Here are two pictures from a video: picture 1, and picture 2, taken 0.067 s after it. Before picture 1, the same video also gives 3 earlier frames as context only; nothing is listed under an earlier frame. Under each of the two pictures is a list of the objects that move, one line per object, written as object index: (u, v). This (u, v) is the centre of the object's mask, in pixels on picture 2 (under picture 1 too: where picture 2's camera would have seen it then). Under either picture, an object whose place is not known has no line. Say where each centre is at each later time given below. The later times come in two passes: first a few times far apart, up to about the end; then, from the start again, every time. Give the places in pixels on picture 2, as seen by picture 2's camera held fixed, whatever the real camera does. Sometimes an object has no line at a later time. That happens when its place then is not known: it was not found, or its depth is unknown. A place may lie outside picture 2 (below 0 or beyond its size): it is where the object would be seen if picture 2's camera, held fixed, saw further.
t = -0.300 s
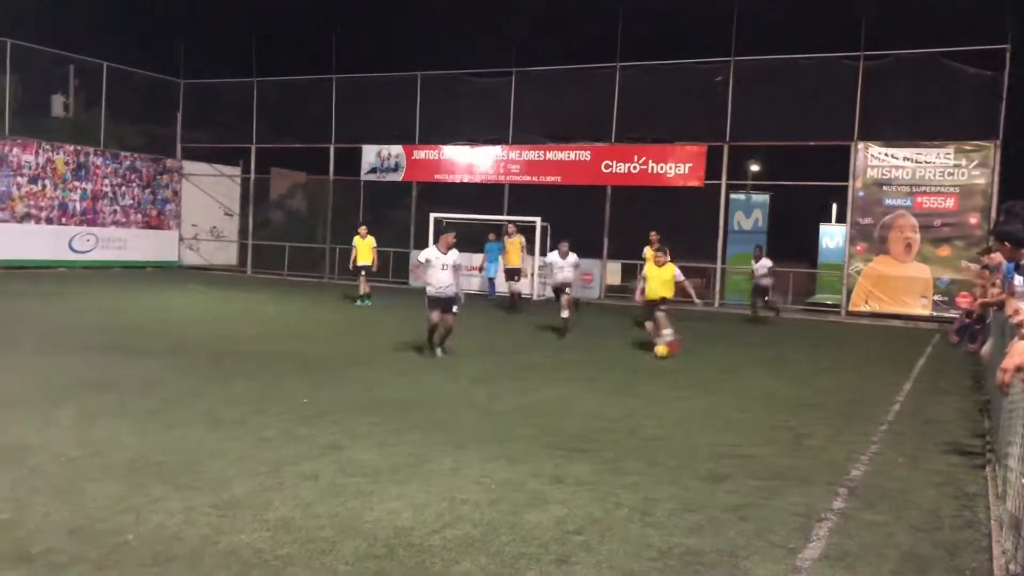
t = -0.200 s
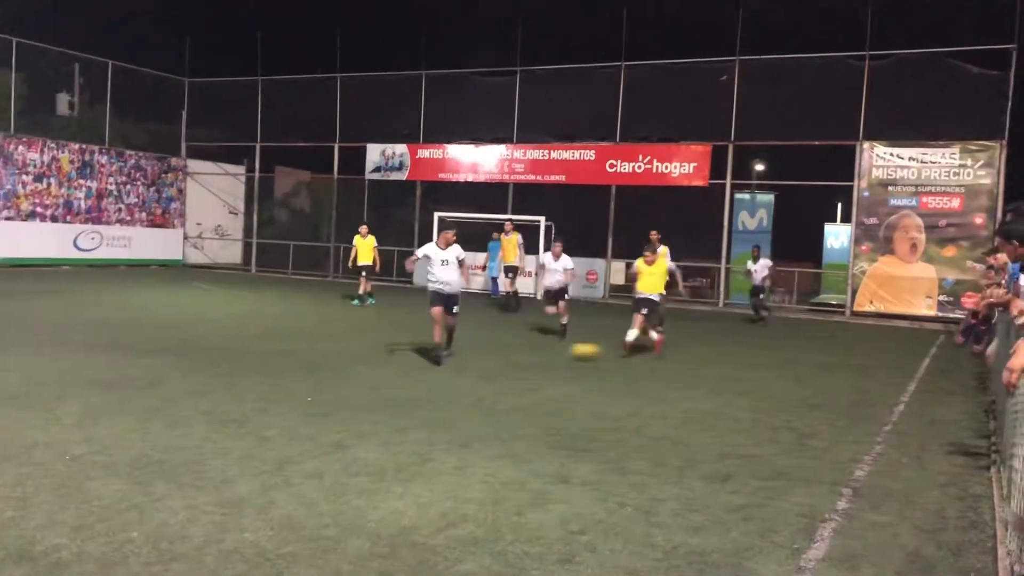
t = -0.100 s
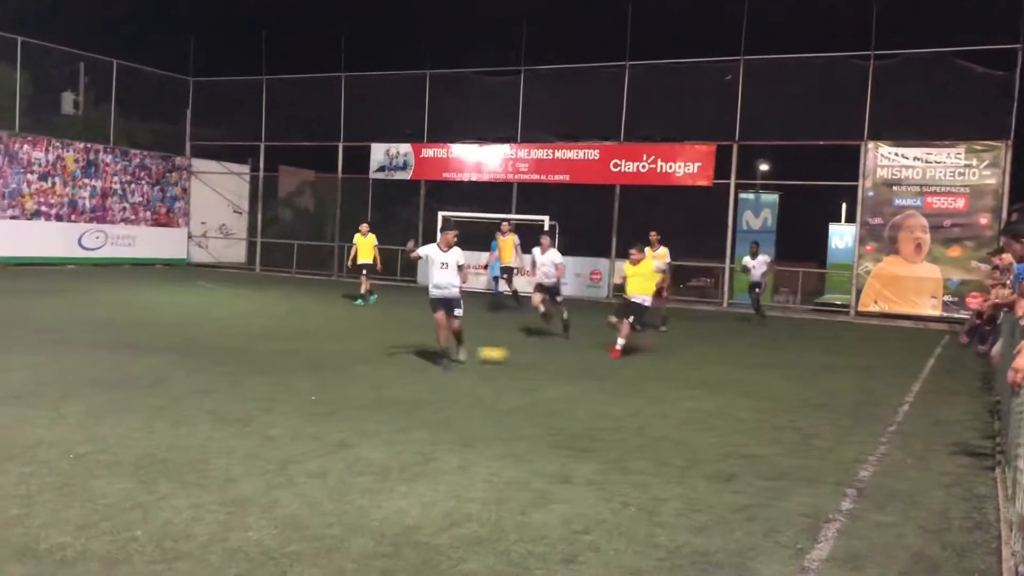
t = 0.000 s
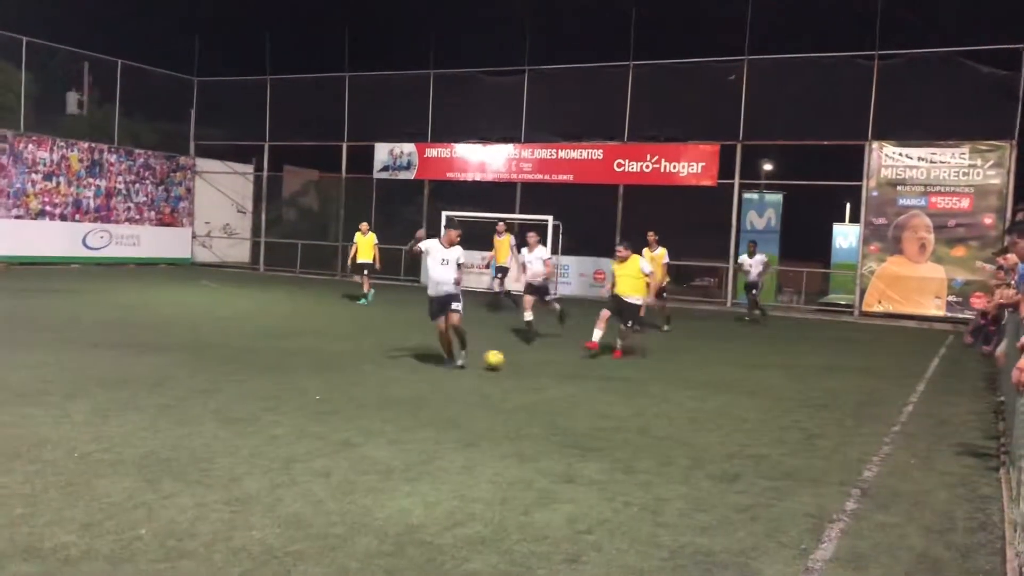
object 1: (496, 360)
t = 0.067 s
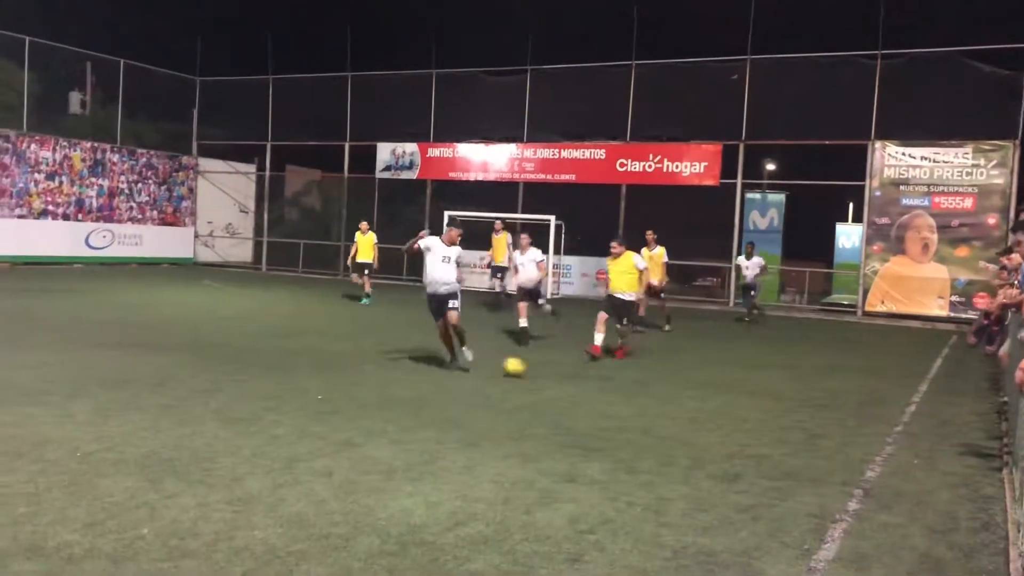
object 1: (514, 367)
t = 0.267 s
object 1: (560, 386)
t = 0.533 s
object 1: (613, 413)
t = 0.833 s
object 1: (650, 445)
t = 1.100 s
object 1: (684, 484)
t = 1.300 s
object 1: (714, 522)
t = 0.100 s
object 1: (522, 370)
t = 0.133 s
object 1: (528, 371)
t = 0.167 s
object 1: (536, 374)
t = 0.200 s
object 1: (544, 378)
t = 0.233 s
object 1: (552, 382)
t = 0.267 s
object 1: (560, 386)
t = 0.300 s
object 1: (568, 388)
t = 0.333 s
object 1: (575, 392)
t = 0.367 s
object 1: (582, 396)
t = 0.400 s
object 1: (589, 400)
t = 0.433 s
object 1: (595, 403)
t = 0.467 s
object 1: (601, 406)
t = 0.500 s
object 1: (607, 410)
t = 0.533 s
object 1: (613, 413)
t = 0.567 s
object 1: (619, 417)
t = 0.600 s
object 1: (624, 421)
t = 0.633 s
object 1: (628, 424)
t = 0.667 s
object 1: (633, 427)
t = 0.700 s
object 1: (637, 431)
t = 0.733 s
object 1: (640, 434)
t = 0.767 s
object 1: (644, 438)
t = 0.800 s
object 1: (647, 442)
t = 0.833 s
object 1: (650, 445)
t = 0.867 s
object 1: (654, 450)
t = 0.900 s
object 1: (658, 454)
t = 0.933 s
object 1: (662, 459)
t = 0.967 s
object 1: (666, 463)
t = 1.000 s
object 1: (670, 468)
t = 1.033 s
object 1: (674, 473)
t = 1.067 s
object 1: (680, 479)
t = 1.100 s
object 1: (684, 484)
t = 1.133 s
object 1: (688, 488)
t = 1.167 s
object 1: (693, 494)
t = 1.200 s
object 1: (698, 502)
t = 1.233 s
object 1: (704, 508)
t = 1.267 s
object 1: (709, 515)
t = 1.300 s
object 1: (714, 522)
